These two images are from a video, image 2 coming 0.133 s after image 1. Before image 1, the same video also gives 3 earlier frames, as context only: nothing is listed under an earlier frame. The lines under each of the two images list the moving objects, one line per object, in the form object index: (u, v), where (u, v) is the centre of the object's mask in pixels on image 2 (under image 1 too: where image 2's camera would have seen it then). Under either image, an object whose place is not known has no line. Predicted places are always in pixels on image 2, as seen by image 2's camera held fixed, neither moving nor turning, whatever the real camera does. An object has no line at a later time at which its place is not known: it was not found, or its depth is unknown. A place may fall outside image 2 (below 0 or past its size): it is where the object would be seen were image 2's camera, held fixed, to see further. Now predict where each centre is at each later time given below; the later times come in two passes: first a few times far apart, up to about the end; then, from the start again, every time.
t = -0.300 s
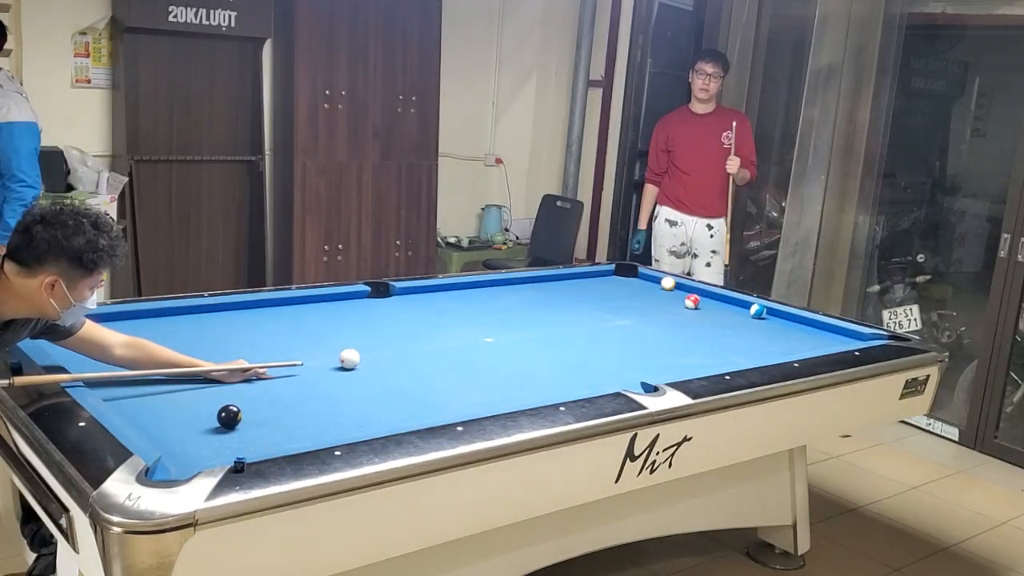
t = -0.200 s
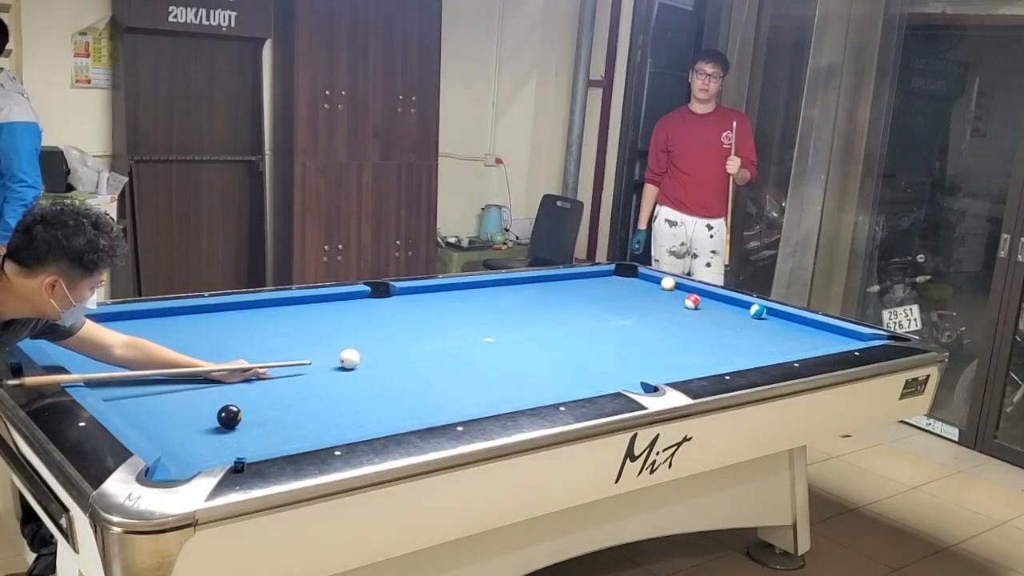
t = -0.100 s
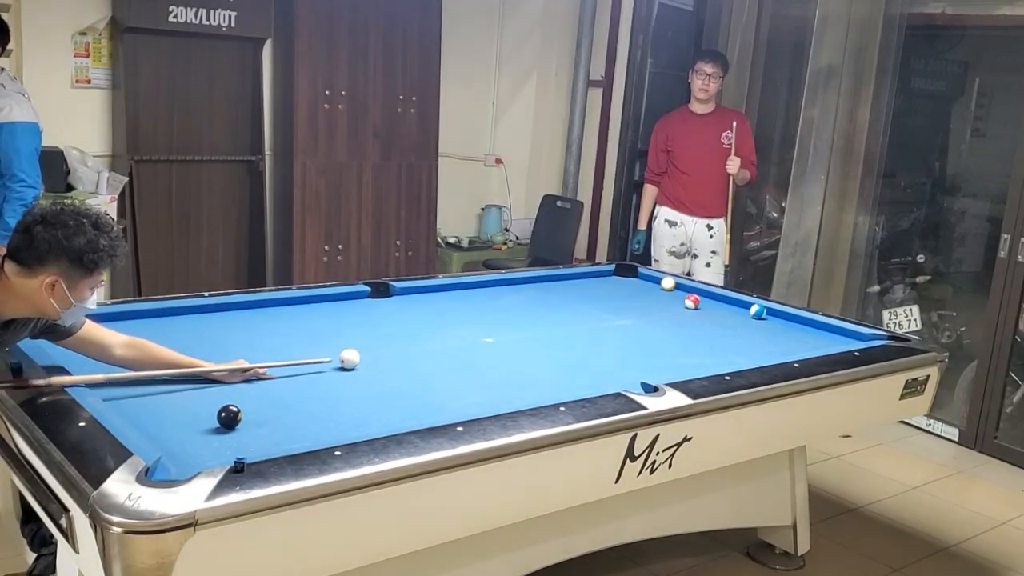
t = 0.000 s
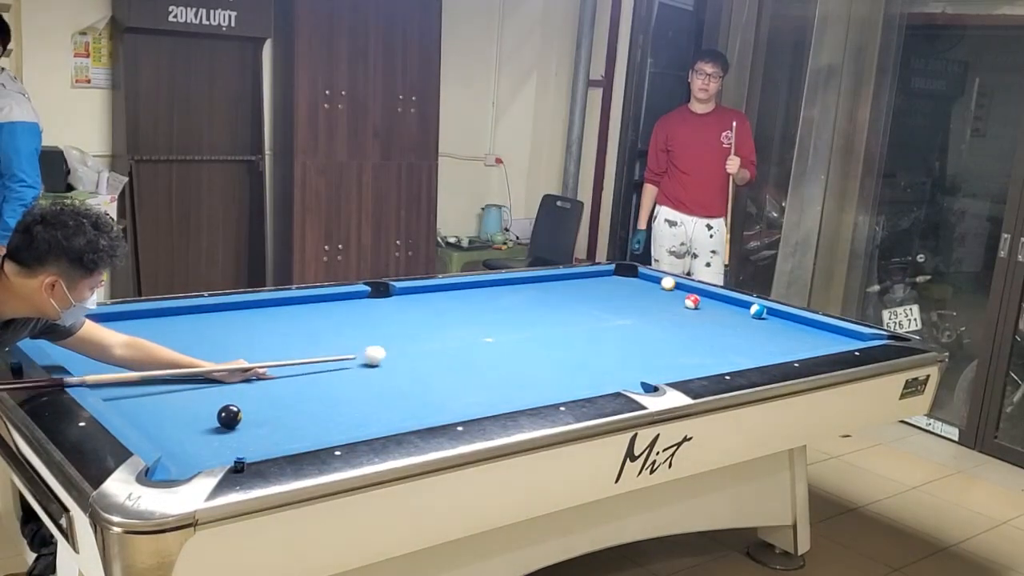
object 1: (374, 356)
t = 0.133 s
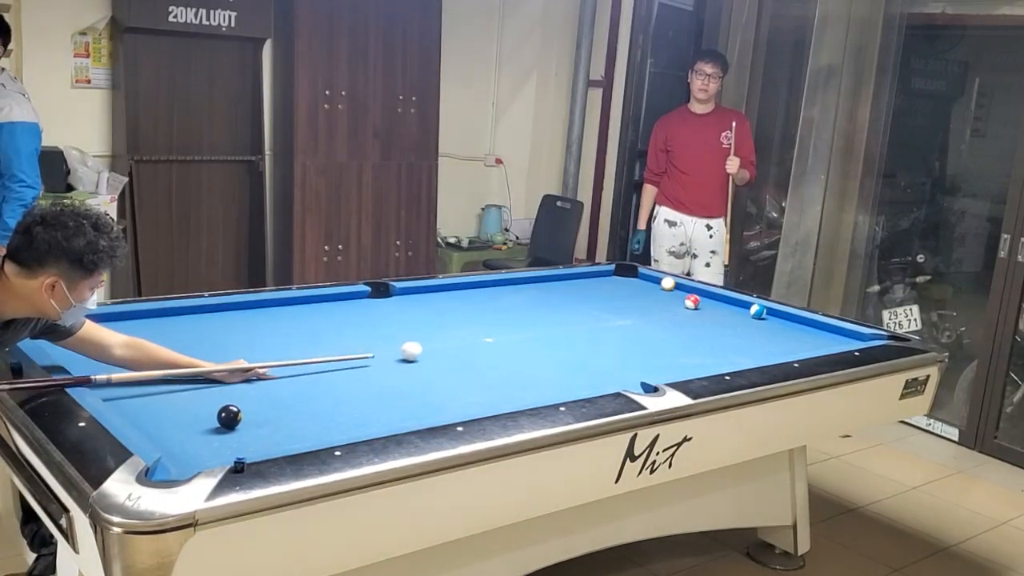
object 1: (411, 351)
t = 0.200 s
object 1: (428, 349)
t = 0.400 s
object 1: (478, 343)
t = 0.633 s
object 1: (530, 337)
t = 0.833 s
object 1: (570, 332)
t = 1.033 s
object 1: (608, 327)
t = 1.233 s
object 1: (642, 323)
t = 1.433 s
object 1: (674, 319)
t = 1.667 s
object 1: (709, 316)
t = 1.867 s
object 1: (738, 312)
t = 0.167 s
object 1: (420, 350)
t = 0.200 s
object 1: (428, 349)
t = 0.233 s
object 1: (437, 348)
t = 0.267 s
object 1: (446, 347)
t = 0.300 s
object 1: (454, 346)
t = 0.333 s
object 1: (462, 345)
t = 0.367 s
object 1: (470, 344)
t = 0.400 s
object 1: (478, 343)
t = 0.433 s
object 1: (486, 342)
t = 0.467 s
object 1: (493, 341)
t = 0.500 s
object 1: (501, 340)
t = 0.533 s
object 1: (508, 339)
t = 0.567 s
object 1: (516, 339)
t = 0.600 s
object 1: (523, 338)
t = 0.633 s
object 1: (530, 337)
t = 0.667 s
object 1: (537, 336)
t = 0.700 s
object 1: (544, 335)
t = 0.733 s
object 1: (551, 334)
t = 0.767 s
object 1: (557, 334)
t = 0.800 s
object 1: (564, 333)
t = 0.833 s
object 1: (570, 332)
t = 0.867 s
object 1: (577, 331)
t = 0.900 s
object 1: (583, 331)
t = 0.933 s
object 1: (589, 330)
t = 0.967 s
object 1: (595, 329)
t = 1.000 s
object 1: (601, 328)
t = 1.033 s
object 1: (608, 327)
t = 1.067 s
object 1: (613, 326)
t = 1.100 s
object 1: (619, 326)
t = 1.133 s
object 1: (625, 325)
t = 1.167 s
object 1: (631, 325)
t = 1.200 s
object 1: (637, 324)
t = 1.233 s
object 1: (642, 323)
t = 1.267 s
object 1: (648, 323)
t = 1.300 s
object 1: (653, 322)
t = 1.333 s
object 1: (658, 321)
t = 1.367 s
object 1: (664, 321)
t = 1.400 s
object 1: (669, 320)
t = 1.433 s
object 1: (674, 319)
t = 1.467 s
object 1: (680, 319)
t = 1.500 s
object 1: (685, 318)
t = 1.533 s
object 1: (690, 318)
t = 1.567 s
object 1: (695, 317)
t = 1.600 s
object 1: (700, 317)
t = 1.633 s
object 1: (705, 316)
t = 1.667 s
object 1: (709, 316)
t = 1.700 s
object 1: (714, 315)
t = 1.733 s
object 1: (719, 314)
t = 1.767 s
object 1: (724, 314)
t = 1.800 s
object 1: (728, 313)
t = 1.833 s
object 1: (733, 313)
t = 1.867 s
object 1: (738, 312)
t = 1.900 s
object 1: (742, 312)
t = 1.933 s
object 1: (745, 312)
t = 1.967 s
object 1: (745, 311)
